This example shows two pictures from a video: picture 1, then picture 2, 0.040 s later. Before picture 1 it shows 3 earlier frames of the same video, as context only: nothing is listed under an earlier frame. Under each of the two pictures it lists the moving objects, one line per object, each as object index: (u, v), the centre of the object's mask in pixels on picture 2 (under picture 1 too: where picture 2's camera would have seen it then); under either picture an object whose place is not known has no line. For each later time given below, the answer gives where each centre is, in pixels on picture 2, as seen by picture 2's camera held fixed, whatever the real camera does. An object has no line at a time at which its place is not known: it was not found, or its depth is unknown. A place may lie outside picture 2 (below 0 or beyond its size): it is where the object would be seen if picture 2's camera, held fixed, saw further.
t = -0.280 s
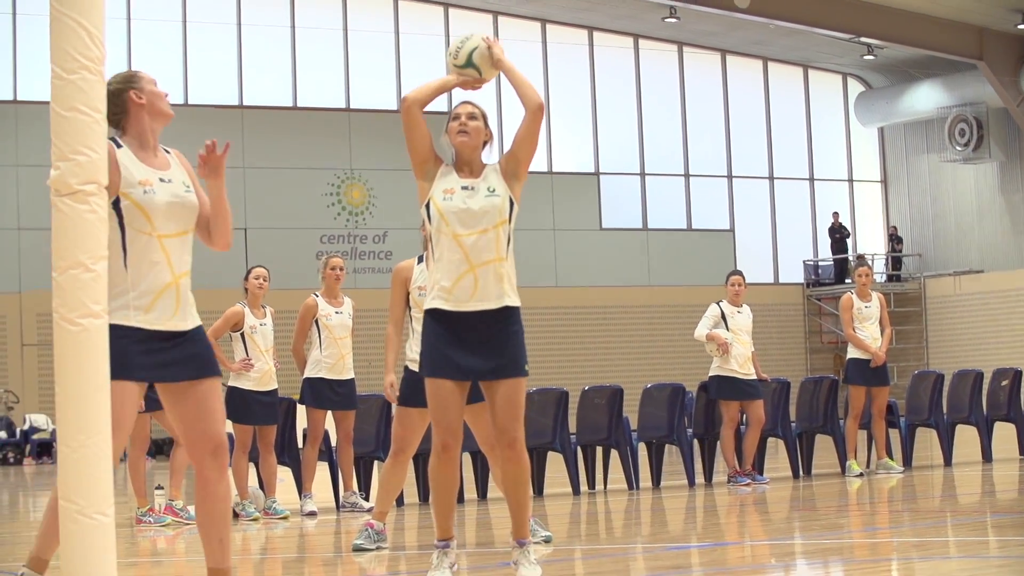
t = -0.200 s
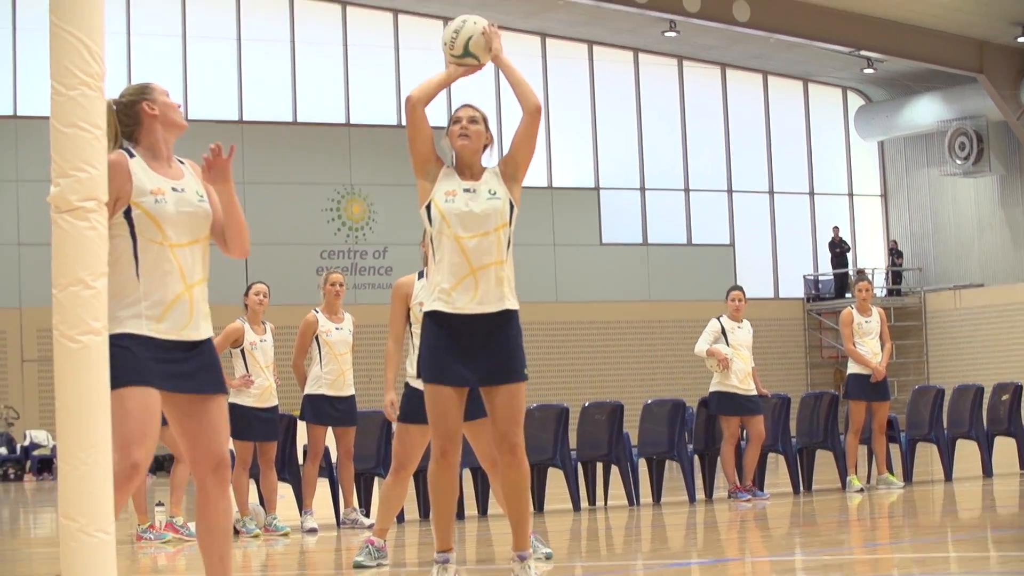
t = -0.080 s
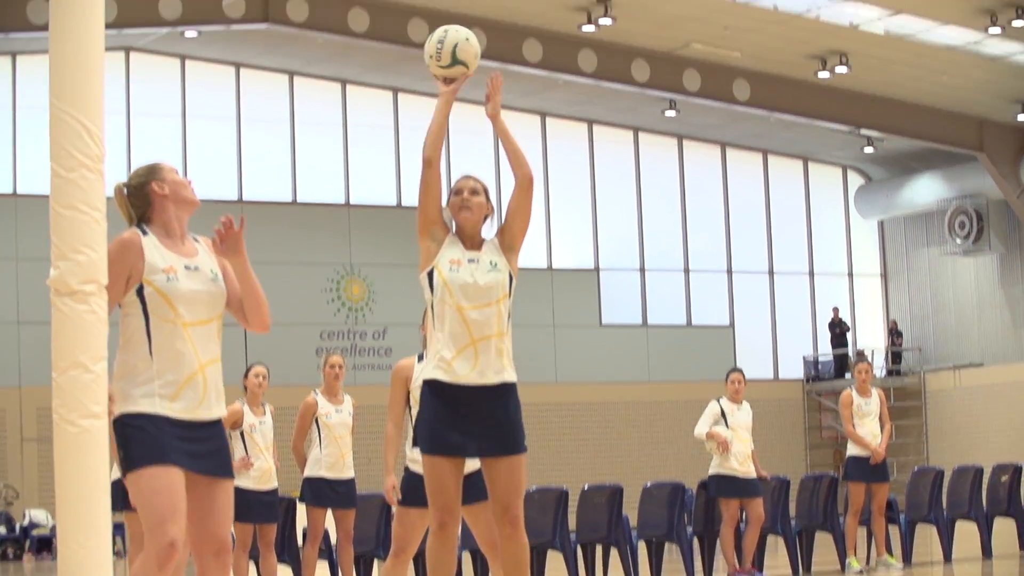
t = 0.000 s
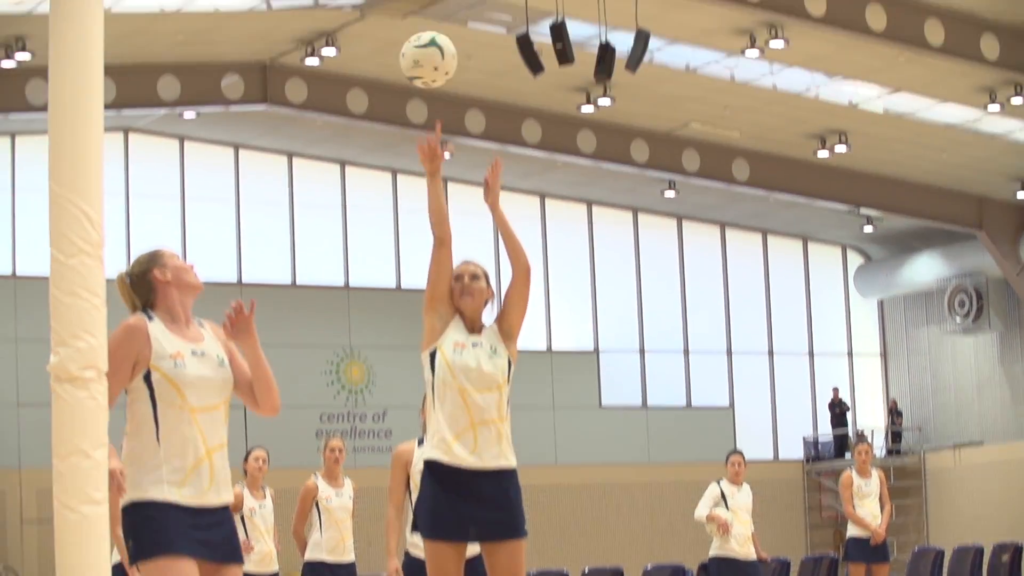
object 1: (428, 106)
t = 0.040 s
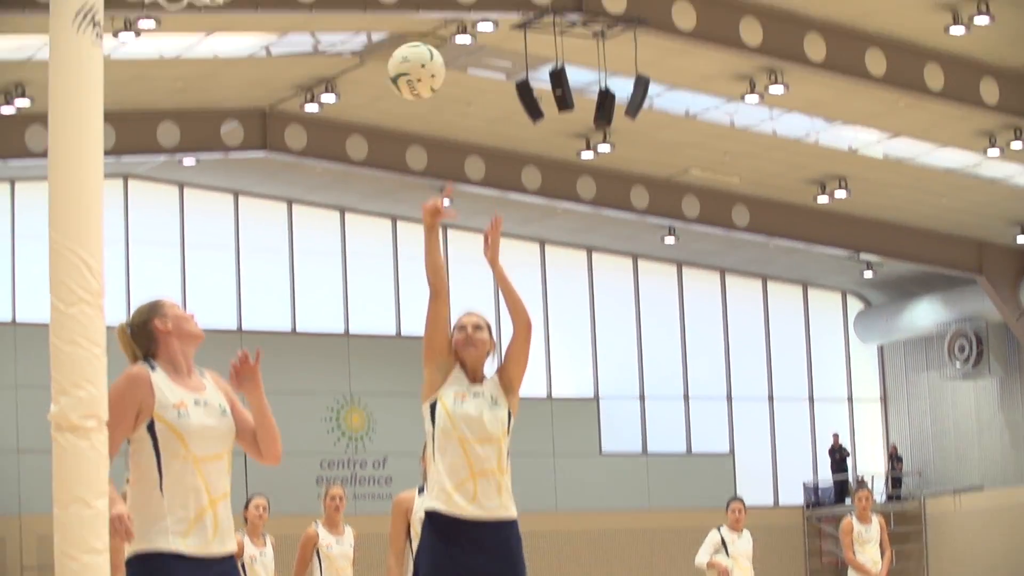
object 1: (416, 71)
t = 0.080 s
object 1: (404, 38)
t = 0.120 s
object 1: (393, 7)
